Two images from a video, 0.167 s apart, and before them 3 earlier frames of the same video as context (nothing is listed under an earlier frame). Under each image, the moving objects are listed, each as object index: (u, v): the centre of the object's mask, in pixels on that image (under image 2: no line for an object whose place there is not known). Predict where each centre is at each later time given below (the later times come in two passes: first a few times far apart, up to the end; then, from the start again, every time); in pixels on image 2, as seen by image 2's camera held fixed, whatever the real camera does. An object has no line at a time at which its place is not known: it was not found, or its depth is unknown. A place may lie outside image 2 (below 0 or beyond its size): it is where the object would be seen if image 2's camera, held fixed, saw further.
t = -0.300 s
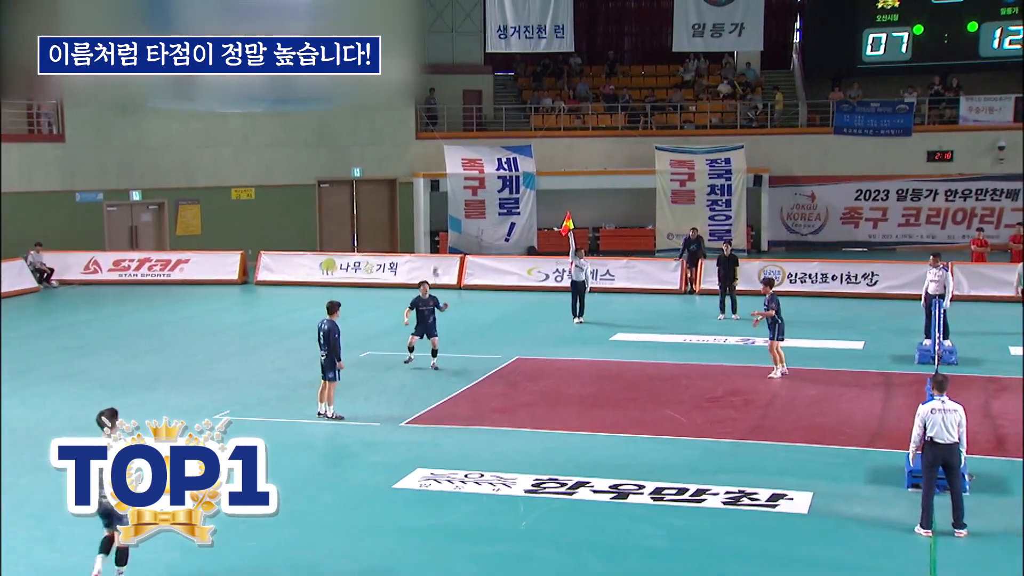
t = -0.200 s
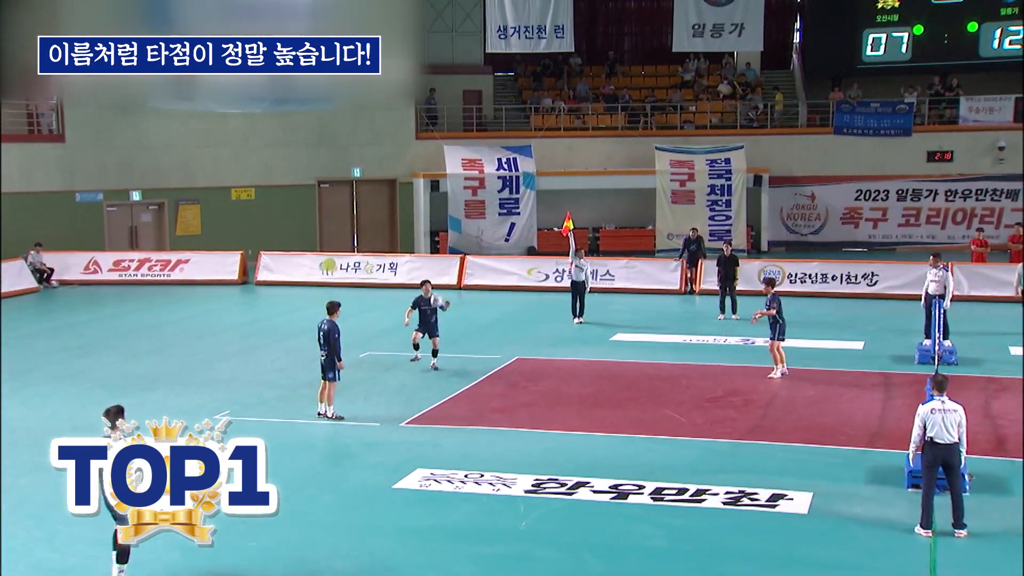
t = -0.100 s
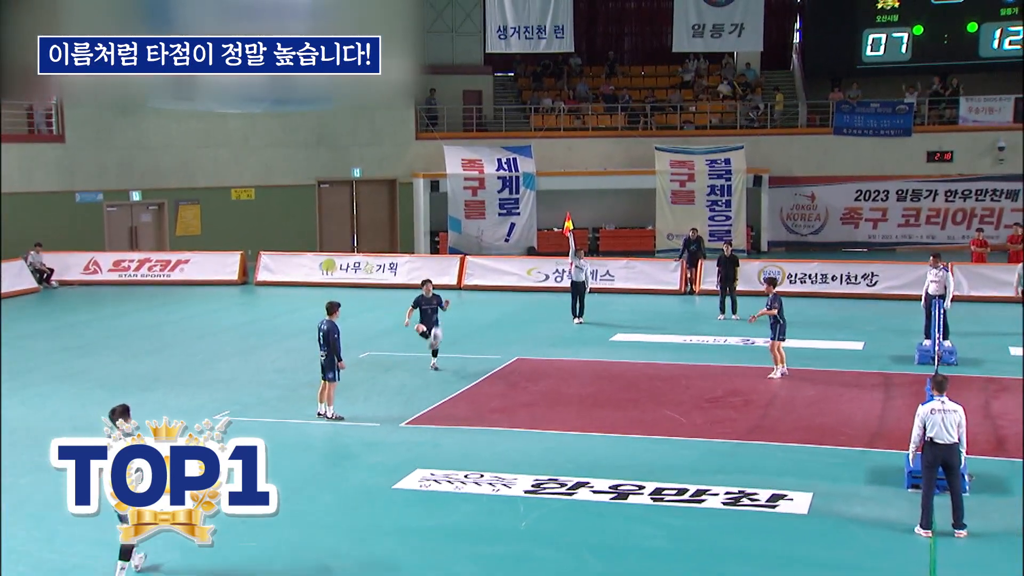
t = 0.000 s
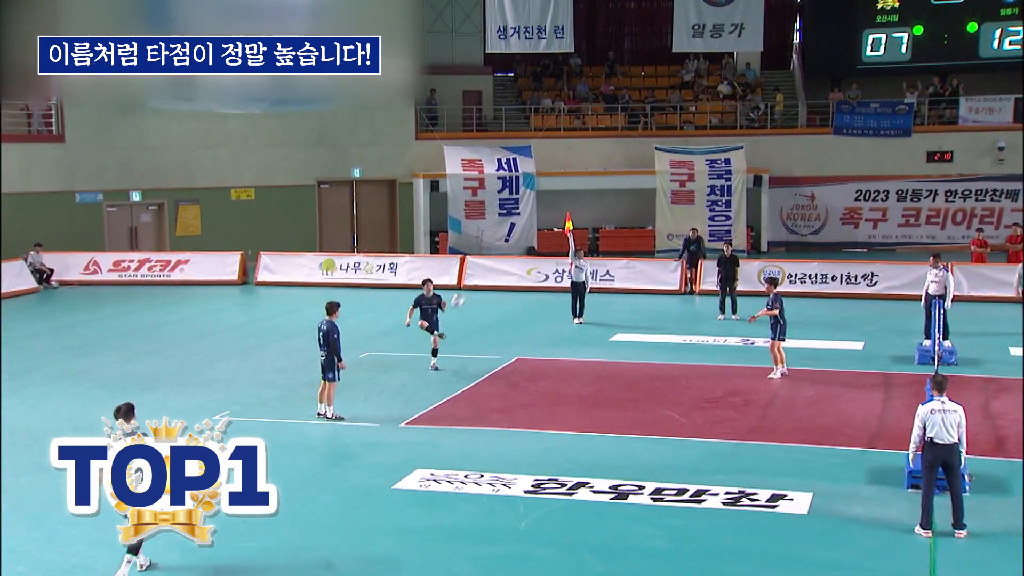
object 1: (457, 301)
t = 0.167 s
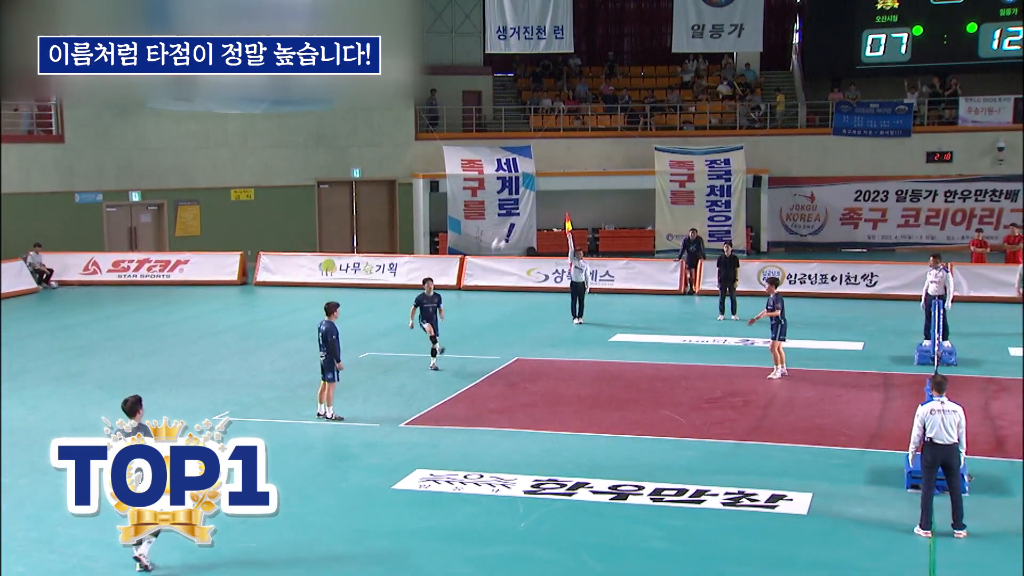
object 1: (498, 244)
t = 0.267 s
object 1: (523, 216)
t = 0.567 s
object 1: (597, 167)
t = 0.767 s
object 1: (648, 163)
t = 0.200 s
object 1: (506, 234)
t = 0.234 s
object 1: (515, 224)
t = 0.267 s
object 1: (523, 216)
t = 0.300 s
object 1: (532, 208)
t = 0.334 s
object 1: (540, 201)
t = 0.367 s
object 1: (547, 195)
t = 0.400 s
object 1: (556, 189)
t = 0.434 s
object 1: (563, 183)
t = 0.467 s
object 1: (572, 178)
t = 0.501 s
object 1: (581, 173)
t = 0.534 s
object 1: (589, 170)
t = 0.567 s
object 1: (597, 167)
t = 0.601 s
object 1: (606, 165)
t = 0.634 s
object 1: (614, 164)
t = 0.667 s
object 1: (623, 163)
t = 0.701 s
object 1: (631, 161)
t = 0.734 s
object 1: (640, 162)
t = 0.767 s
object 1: (648, 163)
